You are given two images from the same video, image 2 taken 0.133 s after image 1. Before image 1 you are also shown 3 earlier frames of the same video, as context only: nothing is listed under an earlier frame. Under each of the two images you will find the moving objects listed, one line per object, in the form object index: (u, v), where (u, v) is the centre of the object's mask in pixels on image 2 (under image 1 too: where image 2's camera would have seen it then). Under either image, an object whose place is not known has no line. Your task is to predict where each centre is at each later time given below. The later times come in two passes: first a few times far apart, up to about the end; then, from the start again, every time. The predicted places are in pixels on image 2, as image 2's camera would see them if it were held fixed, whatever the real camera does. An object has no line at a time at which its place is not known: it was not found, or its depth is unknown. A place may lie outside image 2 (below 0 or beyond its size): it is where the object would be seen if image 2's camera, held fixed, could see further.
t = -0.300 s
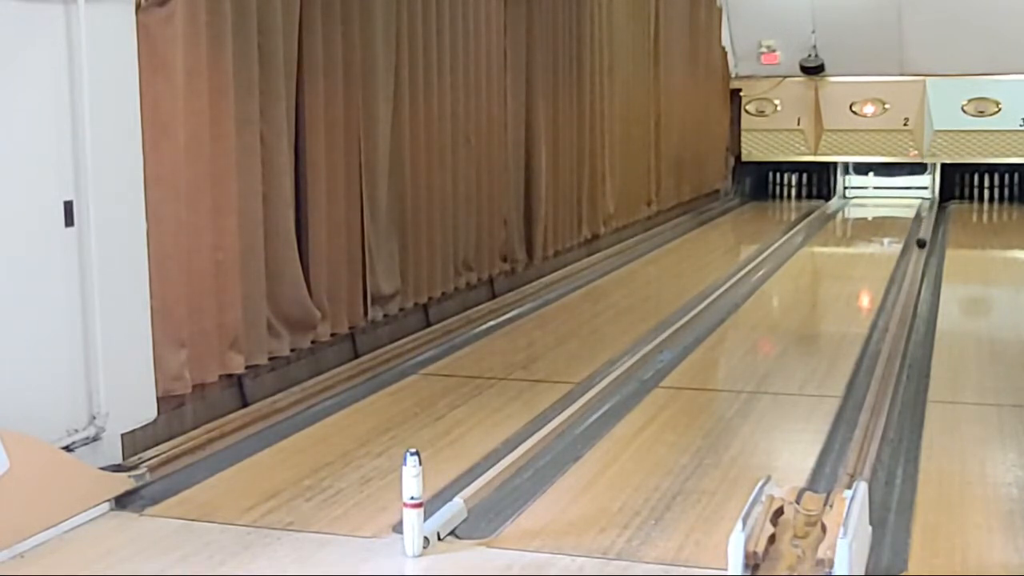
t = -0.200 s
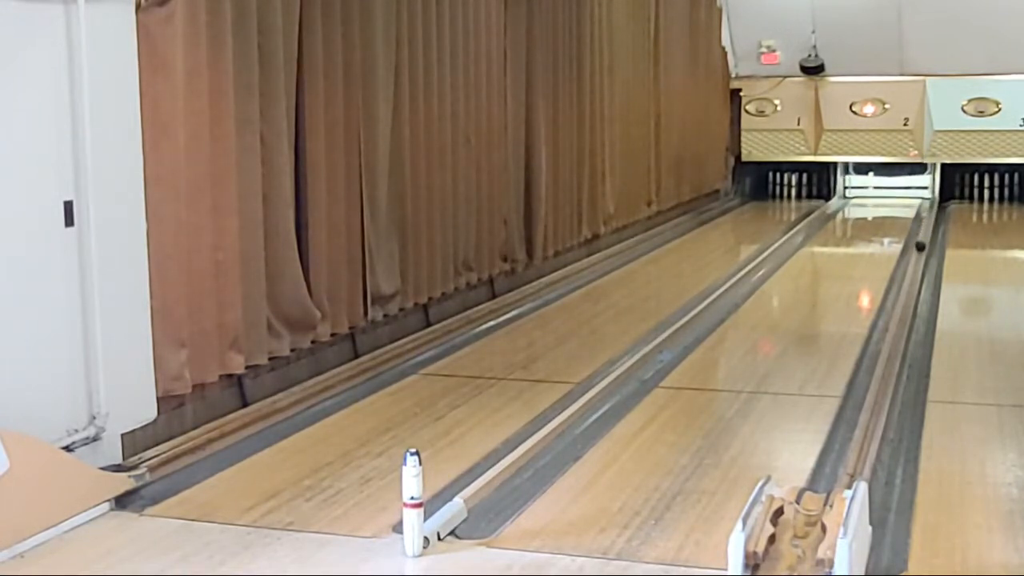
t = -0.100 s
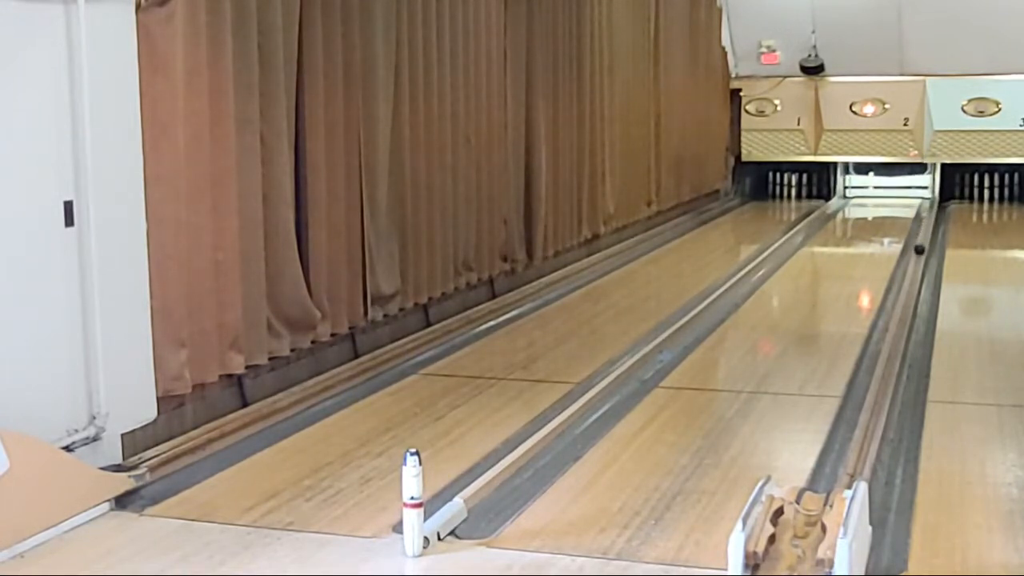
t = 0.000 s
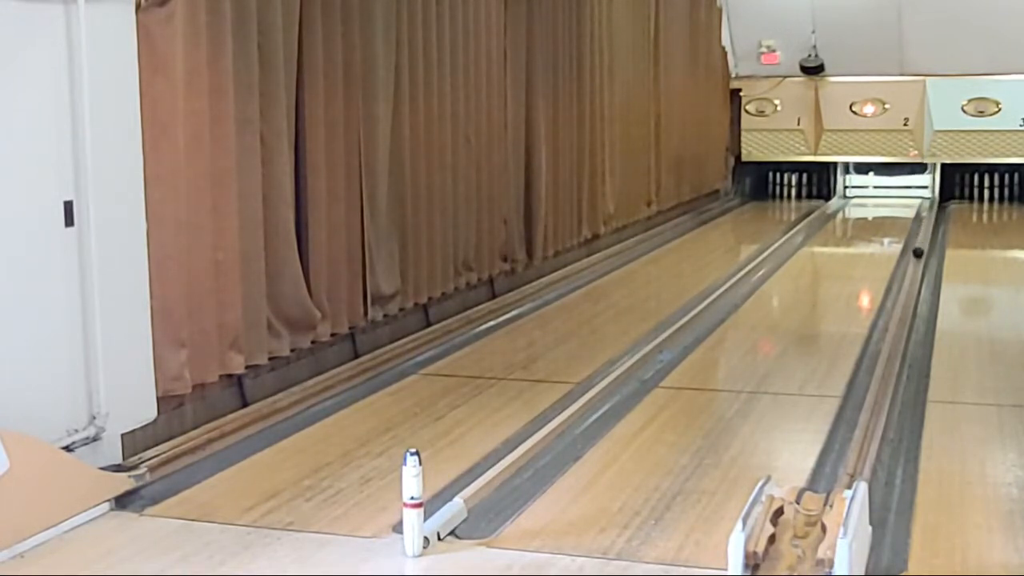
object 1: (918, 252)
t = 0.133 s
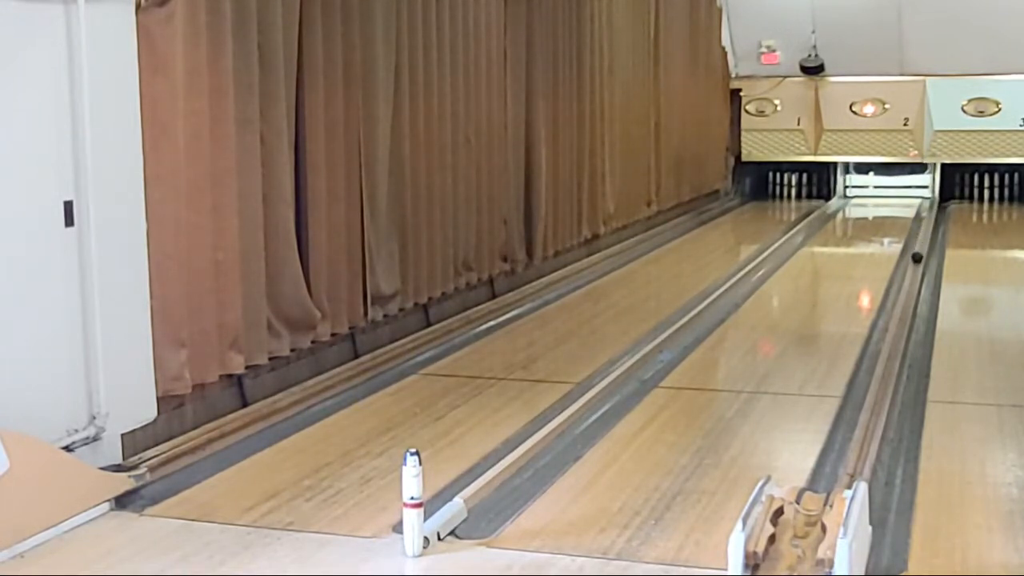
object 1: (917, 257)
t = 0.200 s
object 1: (916, 259)
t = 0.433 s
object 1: (915, 268)
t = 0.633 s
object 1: (912, 276)
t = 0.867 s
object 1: (909, 287)
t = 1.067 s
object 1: (906, 296)
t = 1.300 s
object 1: (902, 309)
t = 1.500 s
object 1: (899, 321)
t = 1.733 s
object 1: (895, 337)
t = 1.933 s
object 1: (891, 352)
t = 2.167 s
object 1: (885, 373)
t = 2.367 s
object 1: (879, 394)
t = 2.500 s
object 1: (875, 409)
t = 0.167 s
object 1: (917, 258)
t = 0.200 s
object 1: (916, 259)
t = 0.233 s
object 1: (916, 261)
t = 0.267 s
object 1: (915, 262)
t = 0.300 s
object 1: (915, 263)
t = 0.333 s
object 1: (915, 264)
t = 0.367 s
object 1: (915, 266)
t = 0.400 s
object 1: (915, 267)
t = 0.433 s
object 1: (915, 268)
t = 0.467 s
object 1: (914, 269)
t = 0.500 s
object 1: (913, 271)
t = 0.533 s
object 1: (912, 272)
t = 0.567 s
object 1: (912, 273)
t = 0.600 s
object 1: (912, 275)
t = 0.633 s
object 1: (912, 276)
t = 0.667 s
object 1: (912, 278)
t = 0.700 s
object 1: (911, 279)
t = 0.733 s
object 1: (911, 281)
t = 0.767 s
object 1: (910, 282)
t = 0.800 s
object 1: (910, 284)
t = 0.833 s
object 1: (910, 285)
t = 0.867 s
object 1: (909, 287)
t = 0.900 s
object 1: (908, 288)
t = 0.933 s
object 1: (908, 290)
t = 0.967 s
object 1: (908, 291)
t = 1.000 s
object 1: (907, 293)
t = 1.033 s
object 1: (906, 295)
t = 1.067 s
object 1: (906, 296)
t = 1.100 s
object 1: (905, 298)
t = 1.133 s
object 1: (905, 300)
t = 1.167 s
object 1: (904, 302)
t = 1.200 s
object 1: (904, 303)
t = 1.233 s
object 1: (903, 305)
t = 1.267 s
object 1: (903, 307)
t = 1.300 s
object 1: (902, 309)
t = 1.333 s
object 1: (902, 311)
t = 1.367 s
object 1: (901, 313)
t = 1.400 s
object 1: (901, 315)
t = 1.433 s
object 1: (900, 317)
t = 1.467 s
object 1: (899, 319)
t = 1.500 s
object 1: (899, 321)
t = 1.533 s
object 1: (898, 323)
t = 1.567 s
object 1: (898, 326)
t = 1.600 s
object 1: (898, 328)
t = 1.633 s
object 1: (897, 330)
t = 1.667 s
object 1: (896, 332)
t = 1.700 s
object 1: (896, 334)
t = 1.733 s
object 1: (895, 337)
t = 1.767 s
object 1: (895, 339)
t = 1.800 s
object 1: (894, 342)
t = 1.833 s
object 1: (893, 345)
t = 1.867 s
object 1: (892, 347)
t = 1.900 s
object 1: (892, 350)
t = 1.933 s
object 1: (891, 352)
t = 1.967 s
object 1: (890, 355)
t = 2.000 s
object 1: (889, 358)
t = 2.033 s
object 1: (889, 361)
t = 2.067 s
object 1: (887, 364)
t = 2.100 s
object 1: (886, 367)
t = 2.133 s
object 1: (886, 370)
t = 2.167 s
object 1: (885, 373)
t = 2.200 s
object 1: (884, 377)
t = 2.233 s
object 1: (883, 380)
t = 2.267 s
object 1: (882, 384)
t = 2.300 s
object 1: (881, 387)
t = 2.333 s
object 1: (881, 391)
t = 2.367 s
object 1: (879, 394)
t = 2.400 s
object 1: (878, 398)
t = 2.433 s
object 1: (877, 402)
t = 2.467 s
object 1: (876, 405)
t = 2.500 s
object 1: (875, 409)
